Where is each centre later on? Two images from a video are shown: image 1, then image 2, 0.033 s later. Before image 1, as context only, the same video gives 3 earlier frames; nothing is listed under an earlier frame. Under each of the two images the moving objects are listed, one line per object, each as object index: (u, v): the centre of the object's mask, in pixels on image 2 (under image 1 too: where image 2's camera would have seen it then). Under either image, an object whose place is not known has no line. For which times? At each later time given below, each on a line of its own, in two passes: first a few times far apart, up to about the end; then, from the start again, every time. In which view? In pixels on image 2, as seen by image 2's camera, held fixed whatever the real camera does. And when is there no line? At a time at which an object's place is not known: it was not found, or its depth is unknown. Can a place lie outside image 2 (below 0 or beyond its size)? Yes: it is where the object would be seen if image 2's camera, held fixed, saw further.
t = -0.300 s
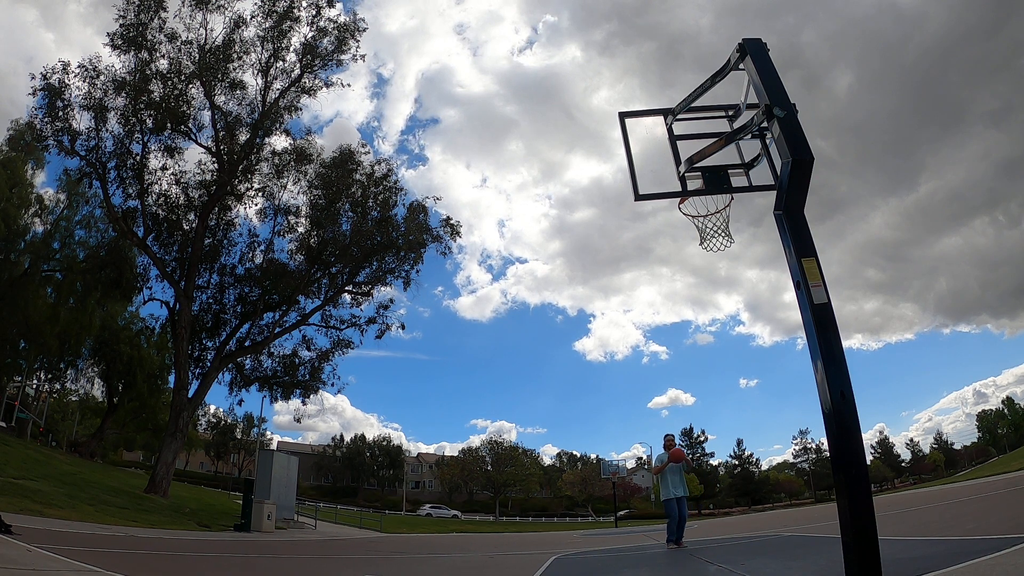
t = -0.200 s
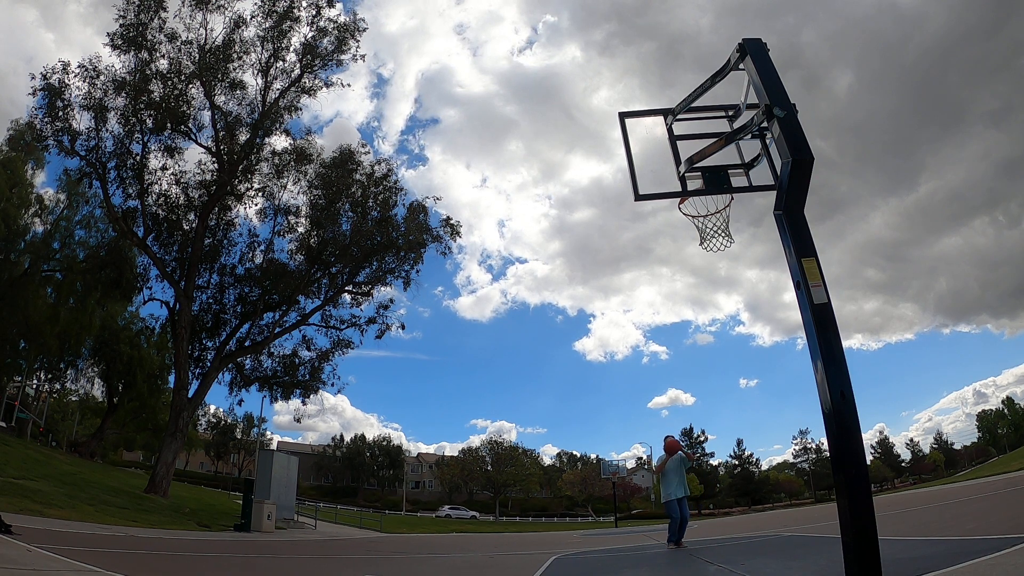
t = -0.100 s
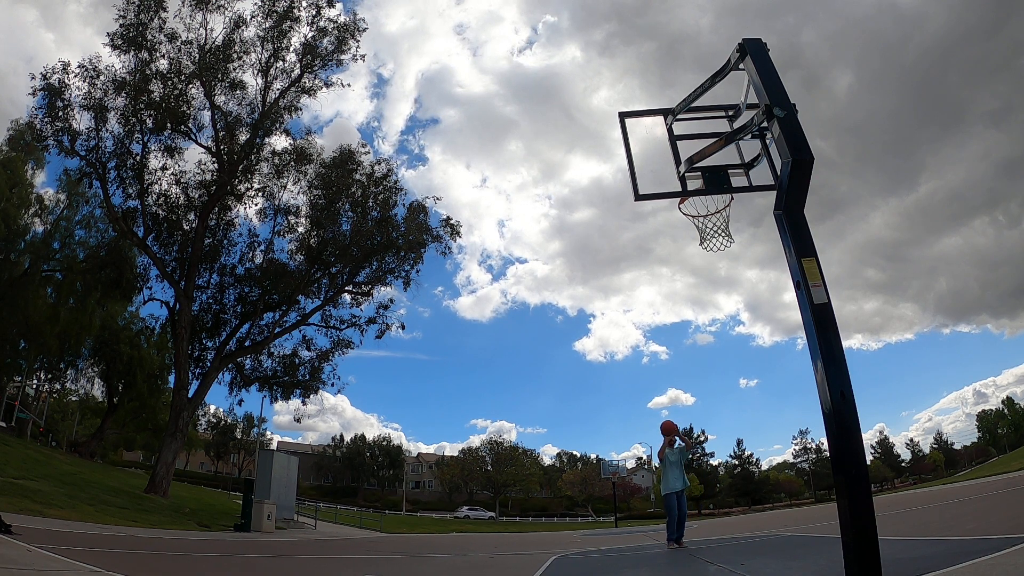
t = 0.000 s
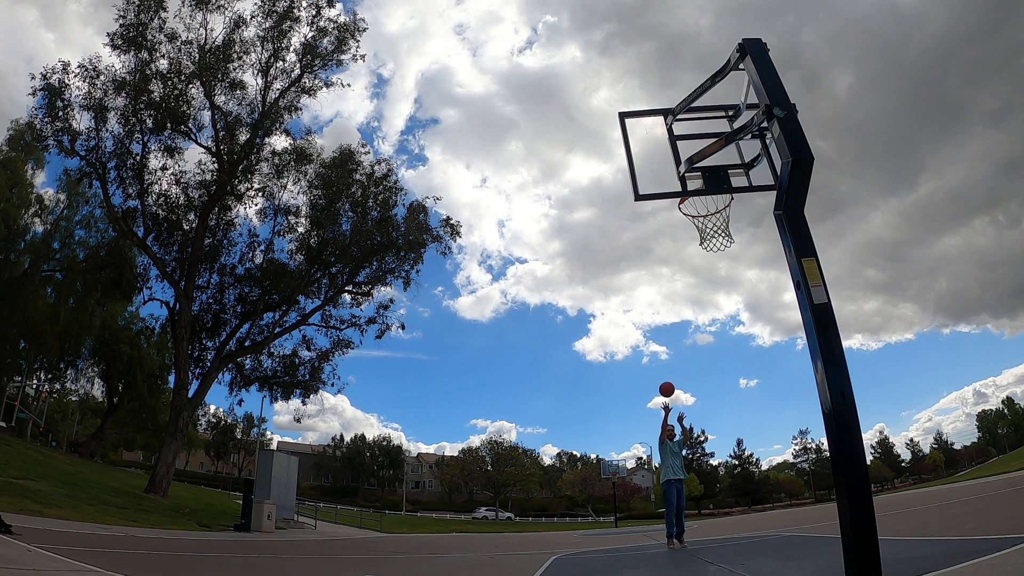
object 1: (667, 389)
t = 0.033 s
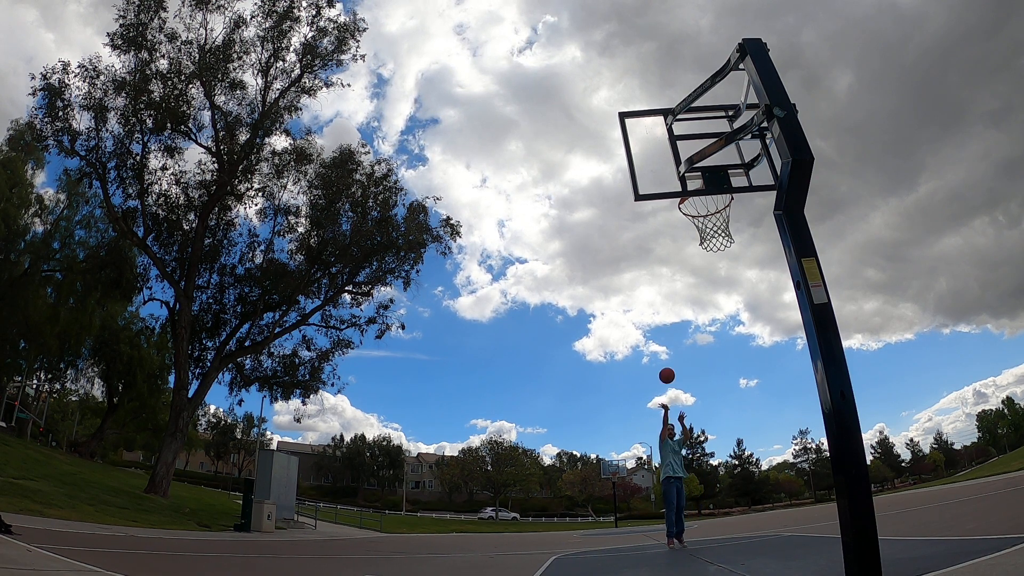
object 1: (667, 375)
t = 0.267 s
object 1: (669, 291)
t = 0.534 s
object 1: (676, 225)
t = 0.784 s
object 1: (695, 201)
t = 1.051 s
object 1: (718, 222)
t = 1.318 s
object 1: (700, 307)
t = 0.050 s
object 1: (667, 368)
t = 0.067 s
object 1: (667, 362)
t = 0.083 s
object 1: (667, 355)
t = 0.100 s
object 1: (667, 349)
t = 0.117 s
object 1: (667, 343)
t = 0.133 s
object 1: (667, 336)
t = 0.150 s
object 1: (667, 330)
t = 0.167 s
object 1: (667, 324)
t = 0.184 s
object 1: (668, 319)
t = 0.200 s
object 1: (668, 313)
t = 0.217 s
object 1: (668, 307)
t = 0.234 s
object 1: (668, 302)
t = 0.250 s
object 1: (668, 296)
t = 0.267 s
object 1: (669, 291)
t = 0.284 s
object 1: (669, 286)
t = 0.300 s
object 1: (669, 281)
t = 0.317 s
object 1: (670, 276)
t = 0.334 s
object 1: (670, 271)
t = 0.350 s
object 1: (670, 267)
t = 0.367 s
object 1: (671, 262)
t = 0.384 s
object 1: (671, 258)
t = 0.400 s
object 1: (672, 254)
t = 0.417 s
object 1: (672, 249)
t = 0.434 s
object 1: (673, 245)
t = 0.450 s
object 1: (673, 242)
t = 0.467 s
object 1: (674, 238)
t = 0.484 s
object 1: (674, 234)
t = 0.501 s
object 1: (675, 231)
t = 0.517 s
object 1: (676, 228)
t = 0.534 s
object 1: (676, 225)
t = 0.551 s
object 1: (677, 222)
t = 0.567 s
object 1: (677, 219)
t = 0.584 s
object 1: (679, 216)
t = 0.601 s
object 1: (680, 213)
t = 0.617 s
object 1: (680, 211)
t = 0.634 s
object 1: (682, 209)
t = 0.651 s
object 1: (683, 207)
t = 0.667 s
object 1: (684, 206)
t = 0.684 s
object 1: (685, 205)
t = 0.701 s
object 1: (687, 204)
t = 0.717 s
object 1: (688, 203)
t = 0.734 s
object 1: (690, 203)
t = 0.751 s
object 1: (693, 202)
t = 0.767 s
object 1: (694, 202)
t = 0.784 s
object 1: (695, 201)
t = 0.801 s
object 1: (697, 201)
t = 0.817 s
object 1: (699, 201)
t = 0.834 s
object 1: (701, 201)
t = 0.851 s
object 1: (703, 201)
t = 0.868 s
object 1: (705, 201)
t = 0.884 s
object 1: (708, 202)
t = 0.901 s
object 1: (710, 202)
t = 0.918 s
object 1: (713, 203)
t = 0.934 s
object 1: (716, 203)
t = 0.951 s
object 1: (719, 204)
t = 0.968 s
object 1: (721, 206)
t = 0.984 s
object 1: (721, 208)
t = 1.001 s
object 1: (721, 212)
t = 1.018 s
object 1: (720, 214)
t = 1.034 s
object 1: (719, 216)
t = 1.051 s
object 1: (718, 222)
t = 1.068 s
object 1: (716, 222)
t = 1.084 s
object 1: (715, 224)
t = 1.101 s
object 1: (713, 228)
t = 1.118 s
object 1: (712, 232)
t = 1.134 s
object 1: (711, 236)
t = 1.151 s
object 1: (710, 240)
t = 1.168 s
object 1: (709, 245)
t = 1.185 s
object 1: (707, 250)
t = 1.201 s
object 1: (706, 256)
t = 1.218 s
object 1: (705, 262)
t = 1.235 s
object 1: (704, 268)
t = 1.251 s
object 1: (704, 275)
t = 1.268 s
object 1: (703, 283)
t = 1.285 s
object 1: (702, 290)
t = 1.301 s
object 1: (701, 298)
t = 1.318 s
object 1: (700, 307)
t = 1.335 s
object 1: (699, 316)
